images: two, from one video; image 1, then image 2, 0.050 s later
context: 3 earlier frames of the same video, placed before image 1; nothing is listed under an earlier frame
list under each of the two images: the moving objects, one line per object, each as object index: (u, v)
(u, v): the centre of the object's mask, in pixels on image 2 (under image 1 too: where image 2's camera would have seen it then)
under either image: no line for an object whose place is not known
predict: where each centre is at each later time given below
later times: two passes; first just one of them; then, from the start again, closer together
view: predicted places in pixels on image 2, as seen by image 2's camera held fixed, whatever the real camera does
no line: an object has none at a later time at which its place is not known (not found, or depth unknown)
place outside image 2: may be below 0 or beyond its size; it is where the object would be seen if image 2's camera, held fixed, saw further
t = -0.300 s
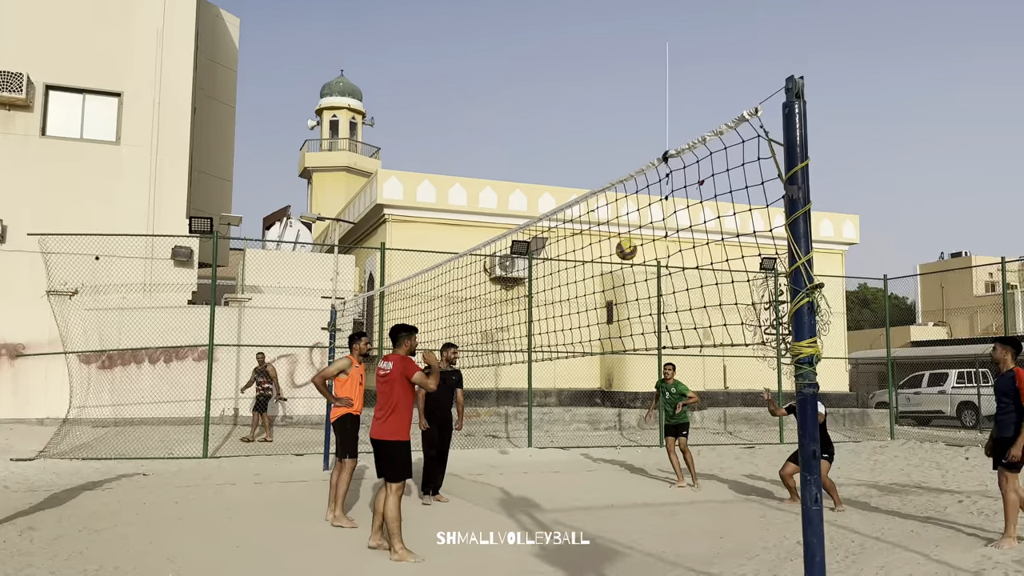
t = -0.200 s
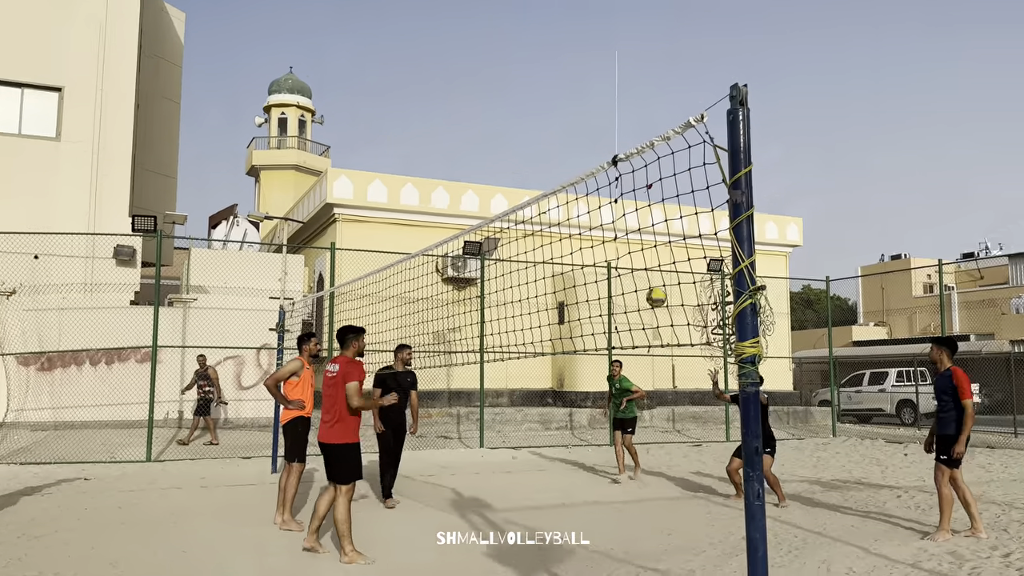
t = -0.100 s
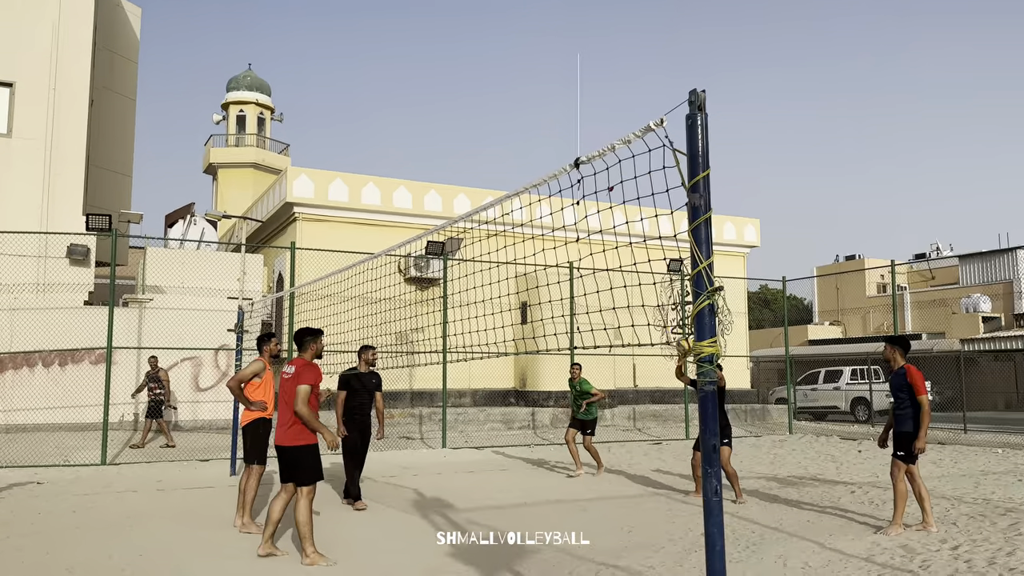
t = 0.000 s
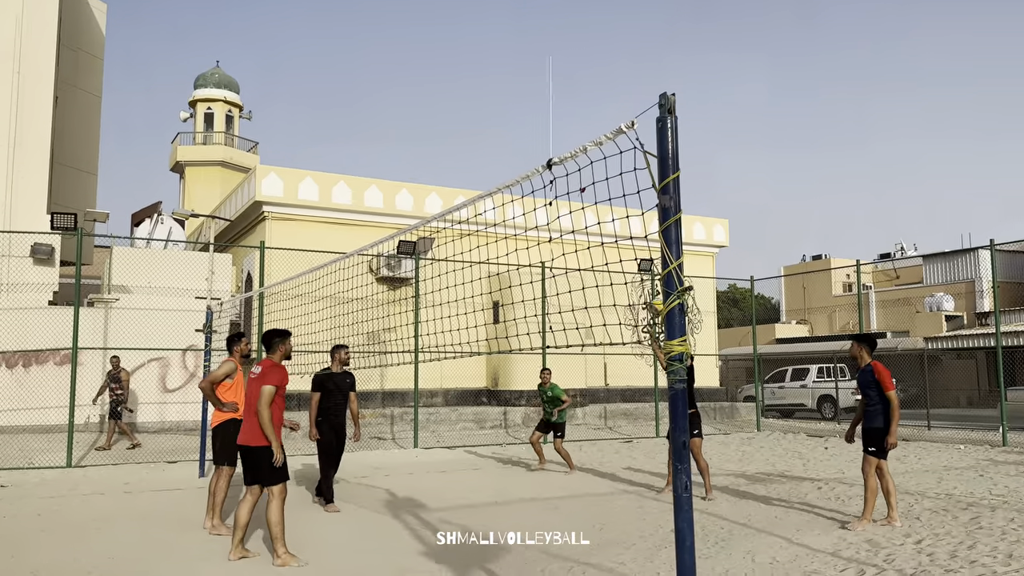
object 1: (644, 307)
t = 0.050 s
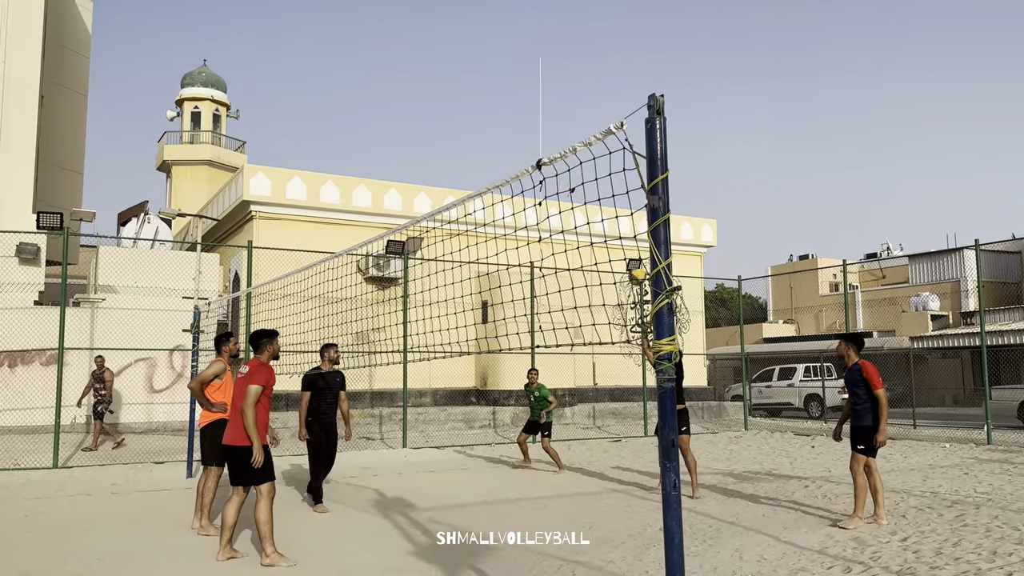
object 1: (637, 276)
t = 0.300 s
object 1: (588, 155)
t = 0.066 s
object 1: (634, 267)
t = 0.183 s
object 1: (611, 207)
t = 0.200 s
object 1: (607, 199)
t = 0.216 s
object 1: (604, 191)
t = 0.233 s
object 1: (601, 184)
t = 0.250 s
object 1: (598, 176)
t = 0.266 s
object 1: (594, 169)
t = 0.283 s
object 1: (591, 162)
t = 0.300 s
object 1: (588, 155)
